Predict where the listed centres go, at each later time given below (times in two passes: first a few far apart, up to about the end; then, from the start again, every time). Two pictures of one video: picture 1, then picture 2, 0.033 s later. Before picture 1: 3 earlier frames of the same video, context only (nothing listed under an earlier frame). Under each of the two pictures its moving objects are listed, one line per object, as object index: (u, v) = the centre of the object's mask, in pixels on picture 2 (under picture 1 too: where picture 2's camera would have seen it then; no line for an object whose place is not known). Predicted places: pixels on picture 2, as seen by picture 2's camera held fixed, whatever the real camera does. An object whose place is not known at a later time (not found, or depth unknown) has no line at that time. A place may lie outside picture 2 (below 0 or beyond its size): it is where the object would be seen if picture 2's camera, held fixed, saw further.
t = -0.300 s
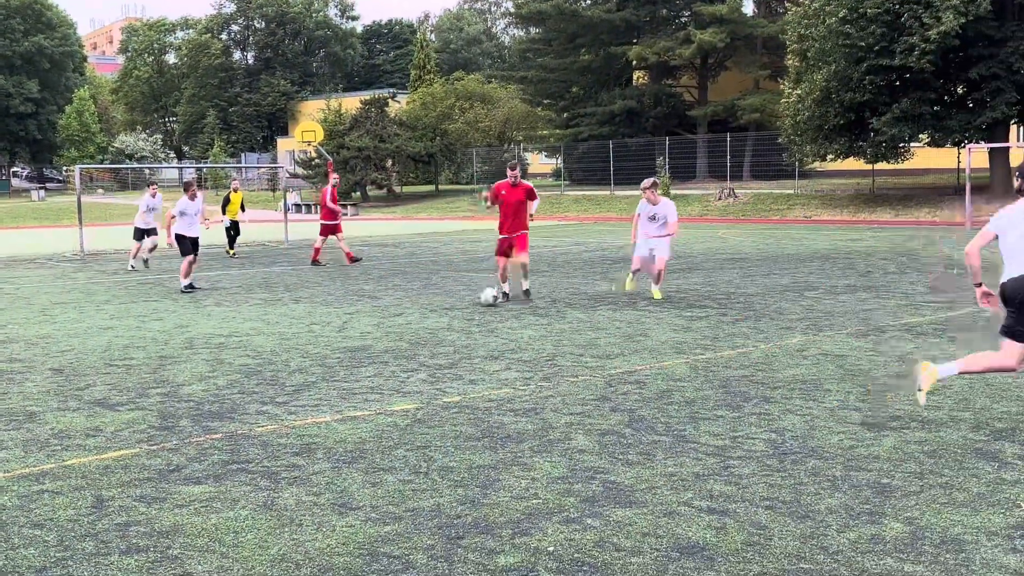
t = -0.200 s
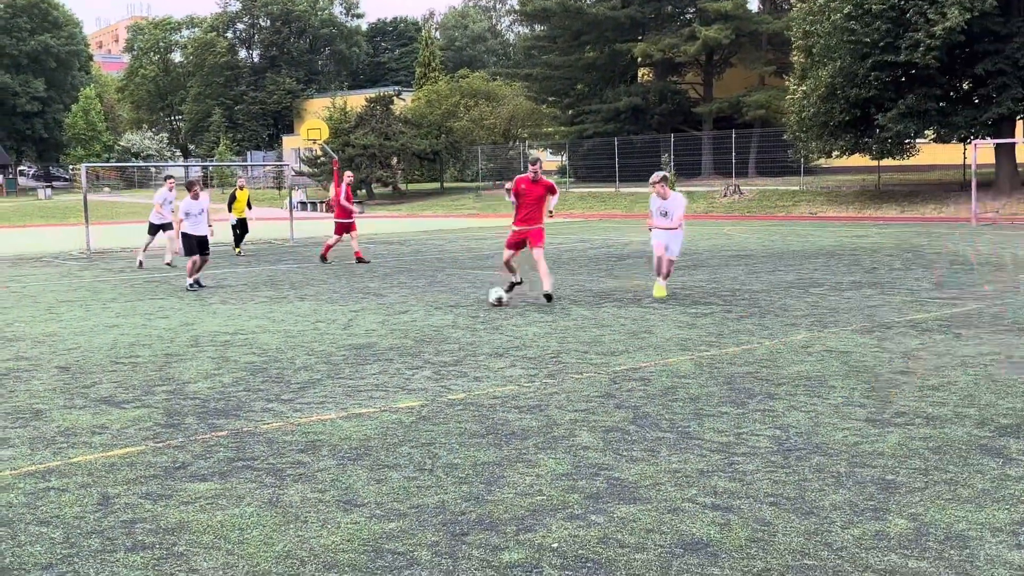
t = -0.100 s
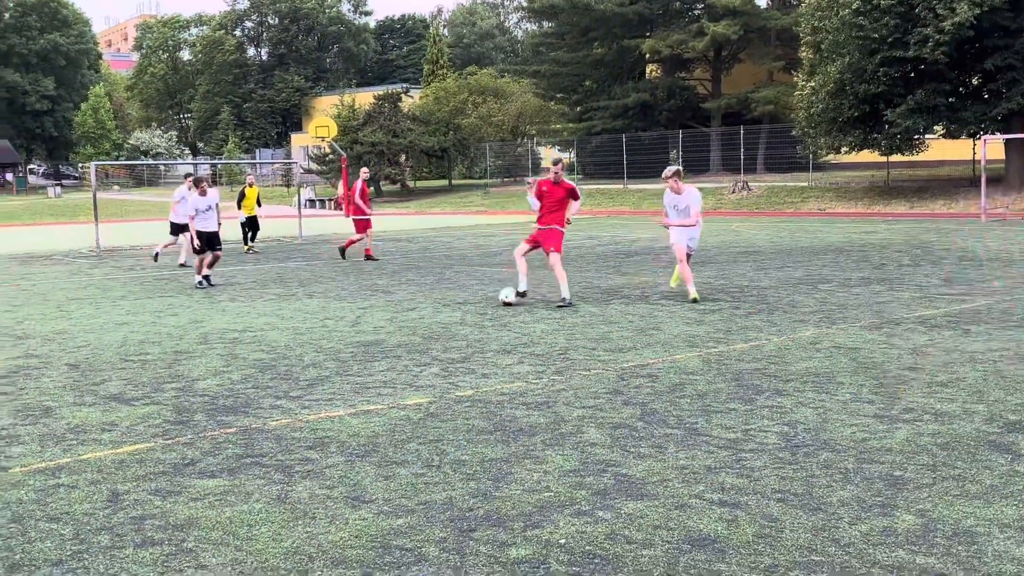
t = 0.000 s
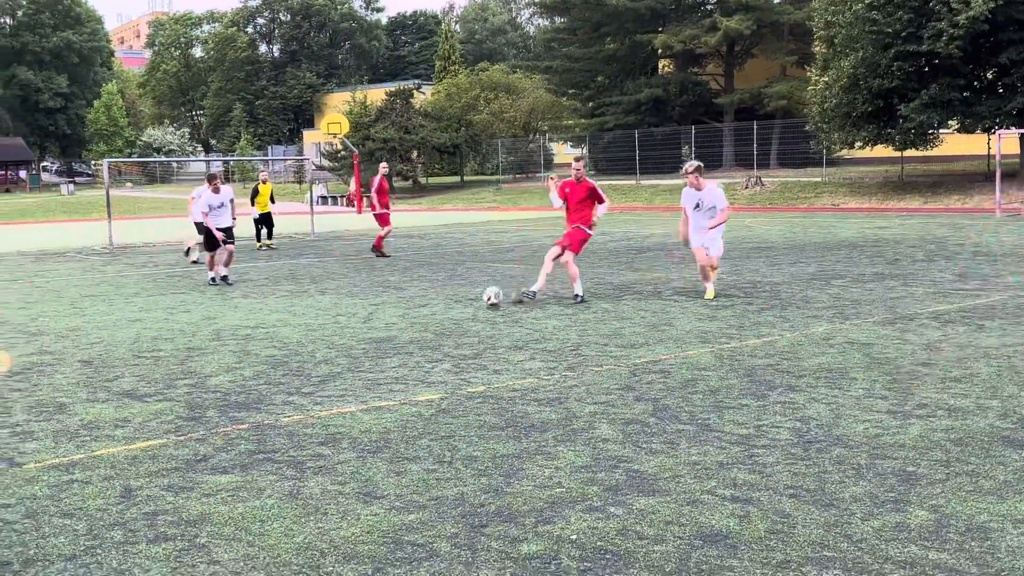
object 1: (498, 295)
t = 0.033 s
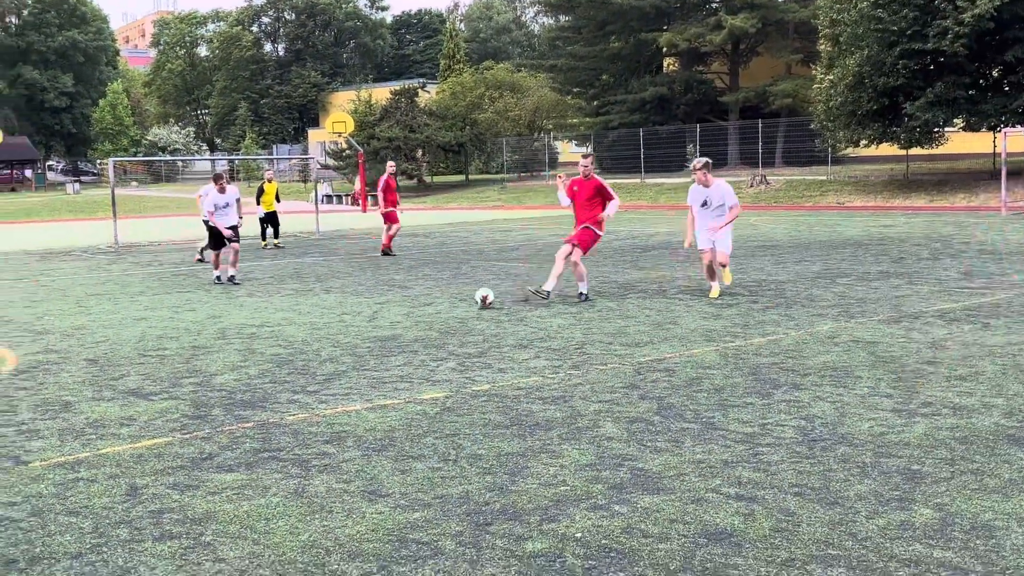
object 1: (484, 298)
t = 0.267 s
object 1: (399, 314)
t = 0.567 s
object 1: (301, 328)
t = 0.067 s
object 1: (472, 301)
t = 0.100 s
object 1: (459, 303)
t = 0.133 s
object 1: (447, 303)
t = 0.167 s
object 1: (436, 304)
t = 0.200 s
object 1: (424, 307)
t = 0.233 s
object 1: (411, 312)
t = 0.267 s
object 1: (399, 314)
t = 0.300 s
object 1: (392, 314)
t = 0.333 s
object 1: (379, 314)
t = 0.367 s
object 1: (368, 315)
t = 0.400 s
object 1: (357, 318)
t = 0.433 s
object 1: (346, 322)
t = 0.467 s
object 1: (334, 326)
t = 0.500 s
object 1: (324, 325)
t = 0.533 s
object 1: (312, 326)
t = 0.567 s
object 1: (301, 328)
